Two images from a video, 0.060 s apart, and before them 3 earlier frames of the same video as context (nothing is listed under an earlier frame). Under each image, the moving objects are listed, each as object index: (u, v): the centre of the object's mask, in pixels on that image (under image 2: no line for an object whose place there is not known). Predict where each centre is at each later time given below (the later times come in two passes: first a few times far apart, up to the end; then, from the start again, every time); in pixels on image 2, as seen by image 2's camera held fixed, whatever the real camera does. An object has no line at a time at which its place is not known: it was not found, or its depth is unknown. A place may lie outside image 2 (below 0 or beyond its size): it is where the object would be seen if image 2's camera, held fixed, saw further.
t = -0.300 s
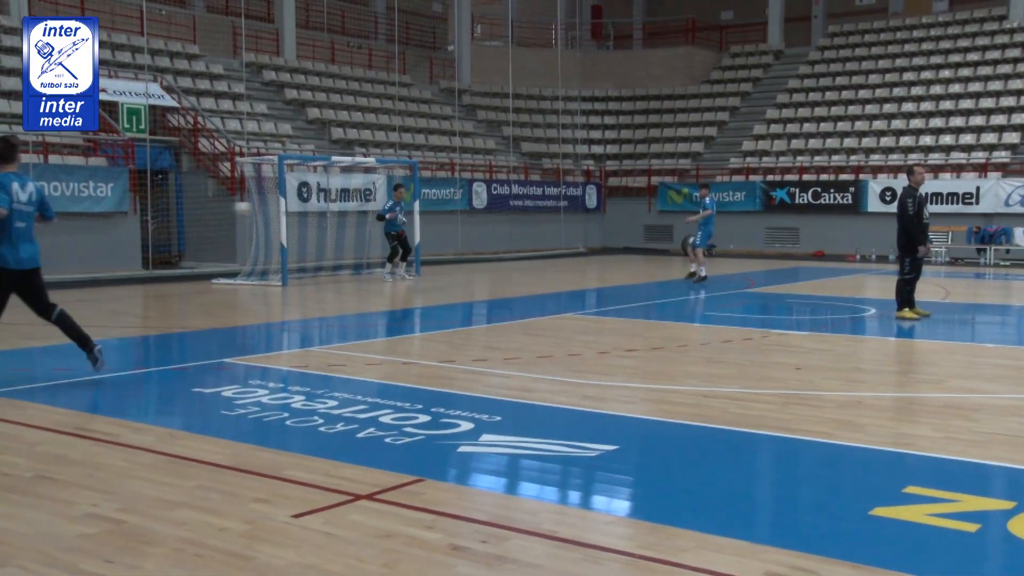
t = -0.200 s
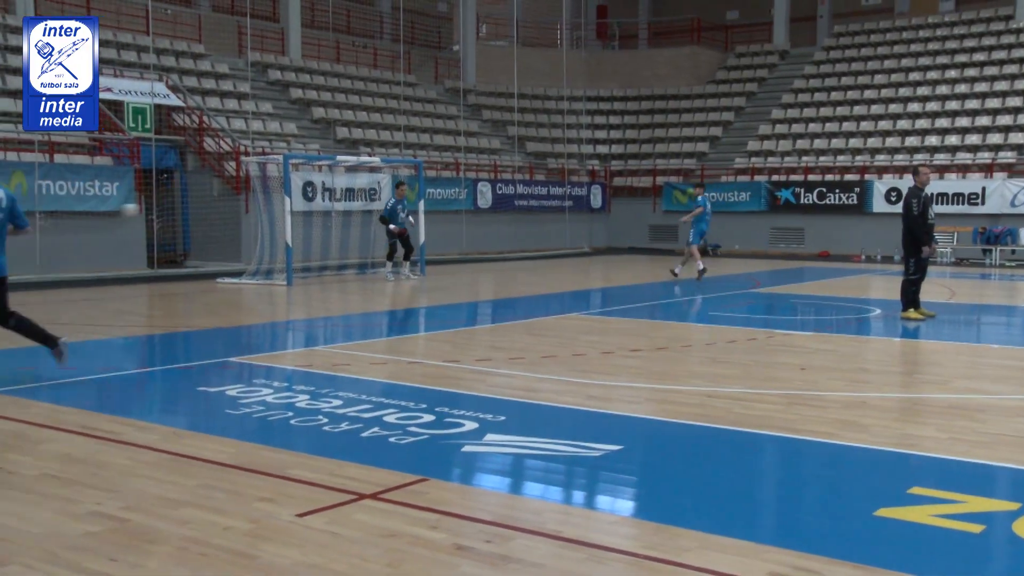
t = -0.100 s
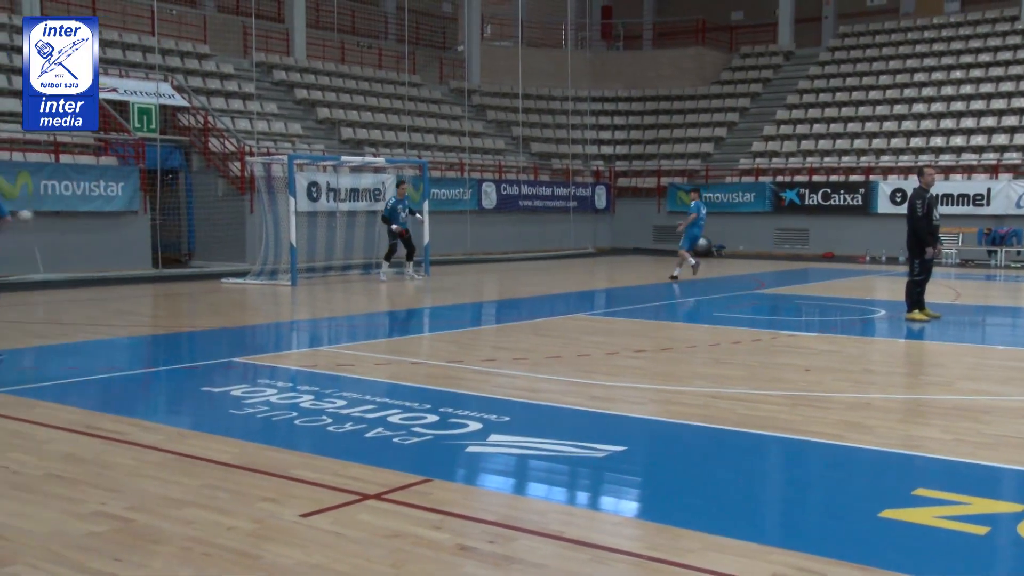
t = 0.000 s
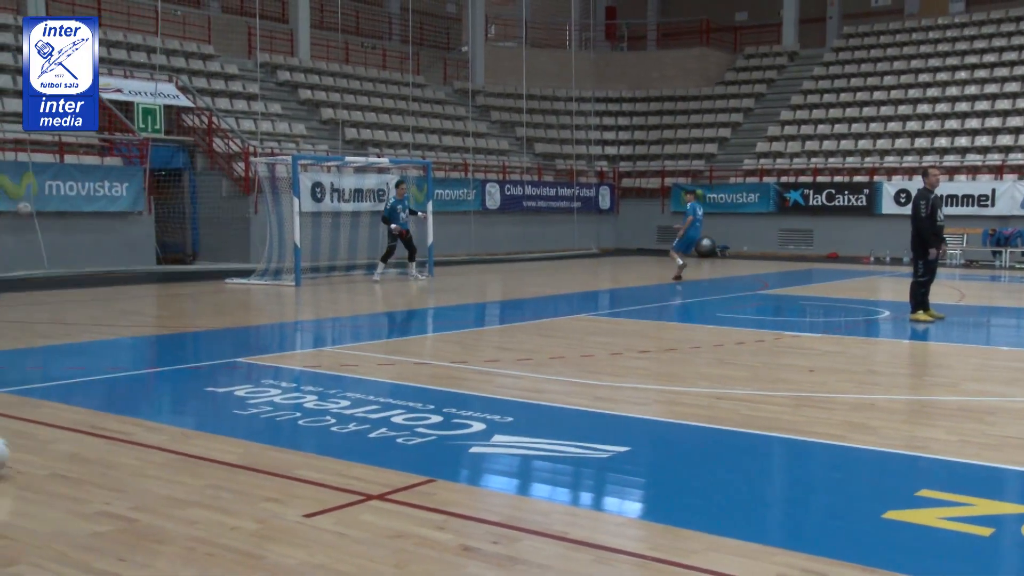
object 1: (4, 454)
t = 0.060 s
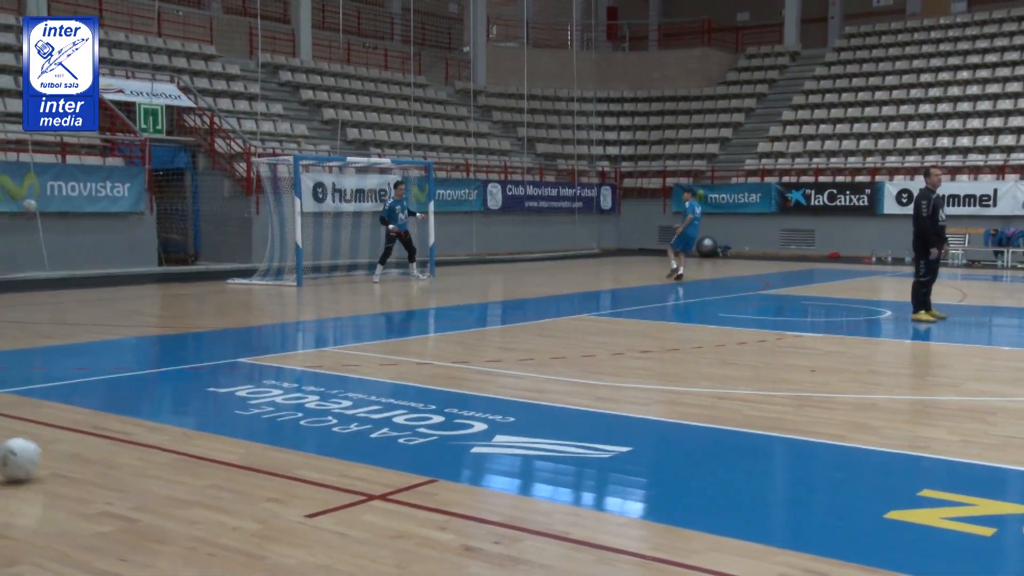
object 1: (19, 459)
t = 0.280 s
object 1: (129, 470)
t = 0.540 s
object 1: (267, 482)
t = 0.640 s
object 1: (322, 488)
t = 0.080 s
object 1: (28, 462)
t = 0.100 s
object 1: (38, 461)
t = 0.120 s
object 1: (47, 462)
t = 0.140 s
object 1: (59, 464)
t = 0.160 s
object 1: (68, 465)
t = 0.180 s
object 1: (77, 465)
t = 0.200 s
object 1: (88, 467)
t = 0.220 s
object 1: (98, 467)
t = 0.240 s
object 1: (108, 469)
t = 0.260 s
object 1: (119, 470)
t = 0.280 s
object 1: (129, 470)
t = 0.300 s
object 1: (139, 470)
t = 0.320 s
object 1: (150, 471)
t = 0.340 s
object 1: (161, 472)
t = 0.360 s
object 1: (172, 474)
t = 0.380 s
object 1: (182, 475)
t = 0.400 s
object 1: (192, 476)
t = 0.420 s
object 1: (202, 476)
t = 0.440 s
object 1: (214, 477)
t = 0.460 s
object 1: (224, 479)
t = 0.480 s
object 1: (236, 480)
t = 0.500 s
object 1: (247, 481)
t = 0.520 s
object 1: (257, 482)
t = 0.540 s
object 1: (267, 482)
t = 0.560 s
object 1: (279, 484)
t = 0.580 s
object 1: (290, 485)
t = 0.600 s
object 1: (301, 486)
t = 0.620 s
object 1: (312, 488)
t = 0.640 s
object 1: (322, 488)
